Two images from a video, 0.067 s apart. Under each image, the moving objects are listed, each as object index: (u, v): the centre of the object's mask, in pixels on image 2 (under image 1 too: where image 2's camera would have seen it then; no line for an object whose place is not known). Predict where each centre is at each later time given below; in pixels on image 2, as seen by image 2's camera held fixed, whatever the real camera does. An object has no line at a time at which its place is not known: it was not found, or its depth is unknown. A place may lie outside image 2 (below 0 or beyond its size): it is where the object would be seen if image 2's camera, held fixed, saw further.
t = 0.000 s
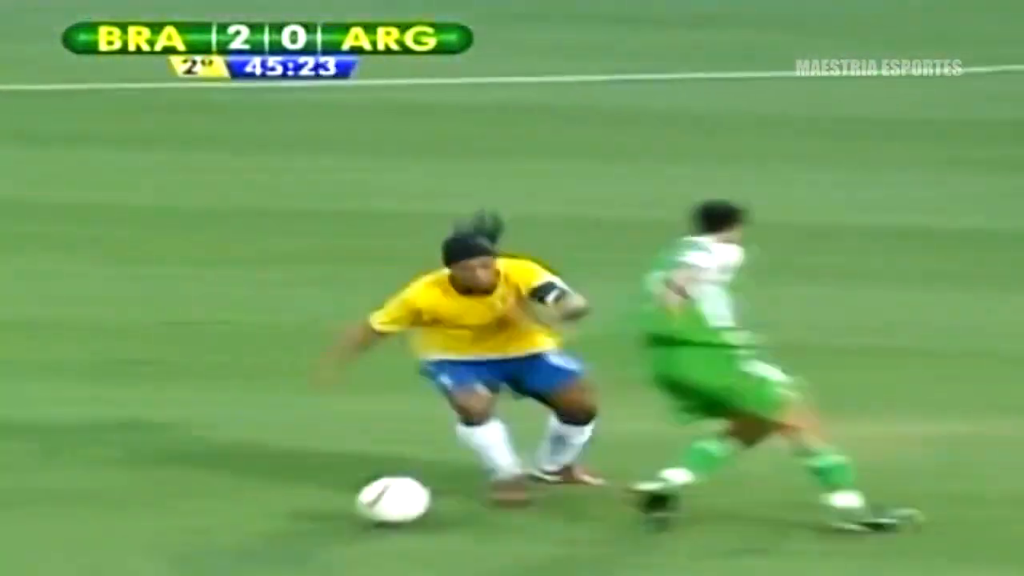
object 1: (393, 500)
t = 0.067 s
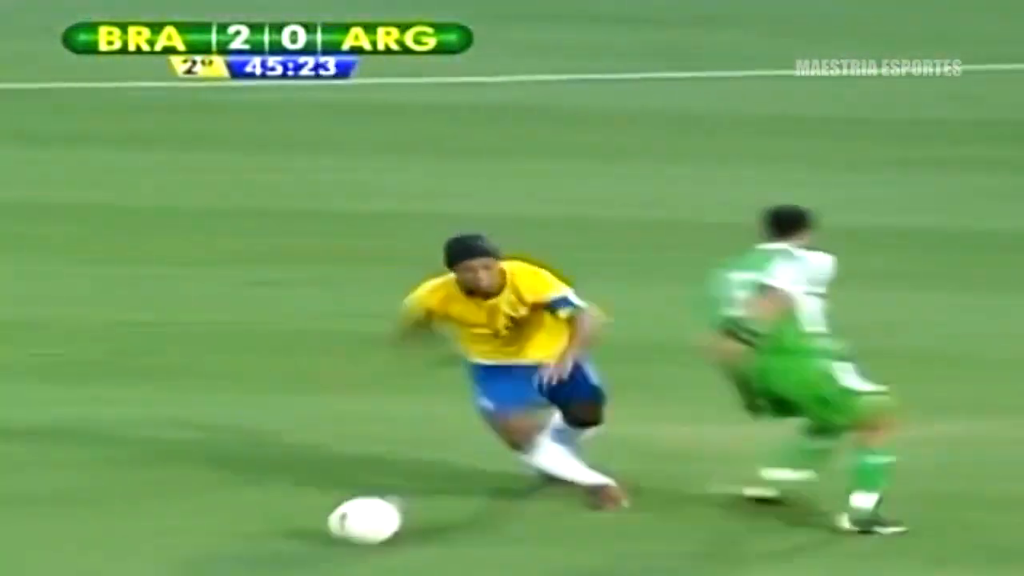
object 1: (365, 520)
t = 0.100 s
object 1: (355, 529)
